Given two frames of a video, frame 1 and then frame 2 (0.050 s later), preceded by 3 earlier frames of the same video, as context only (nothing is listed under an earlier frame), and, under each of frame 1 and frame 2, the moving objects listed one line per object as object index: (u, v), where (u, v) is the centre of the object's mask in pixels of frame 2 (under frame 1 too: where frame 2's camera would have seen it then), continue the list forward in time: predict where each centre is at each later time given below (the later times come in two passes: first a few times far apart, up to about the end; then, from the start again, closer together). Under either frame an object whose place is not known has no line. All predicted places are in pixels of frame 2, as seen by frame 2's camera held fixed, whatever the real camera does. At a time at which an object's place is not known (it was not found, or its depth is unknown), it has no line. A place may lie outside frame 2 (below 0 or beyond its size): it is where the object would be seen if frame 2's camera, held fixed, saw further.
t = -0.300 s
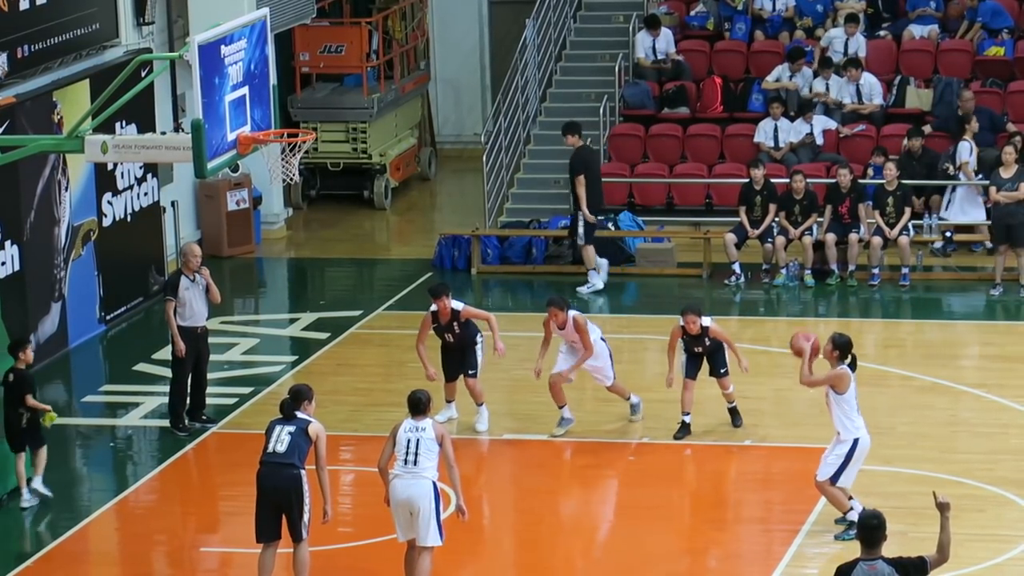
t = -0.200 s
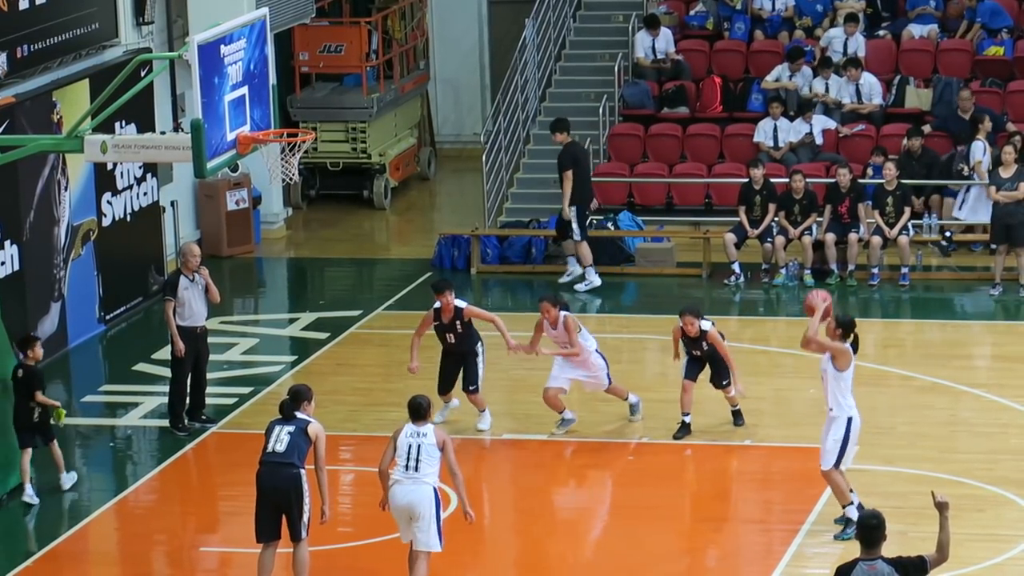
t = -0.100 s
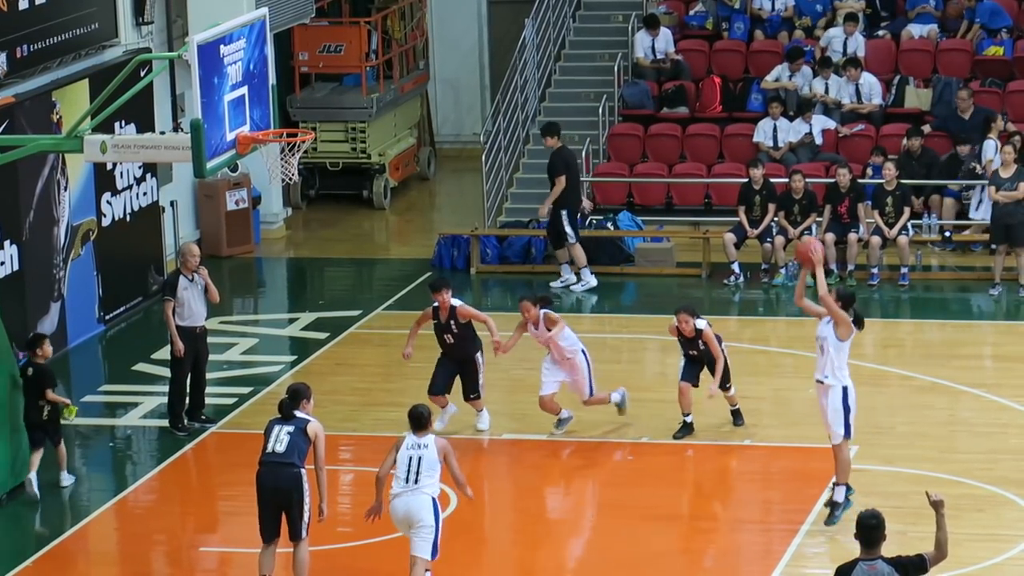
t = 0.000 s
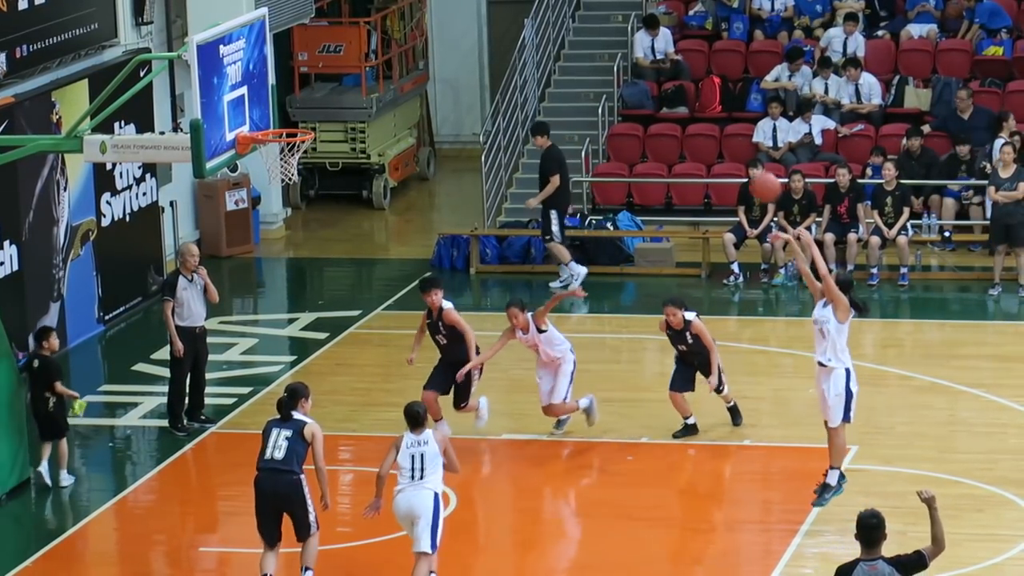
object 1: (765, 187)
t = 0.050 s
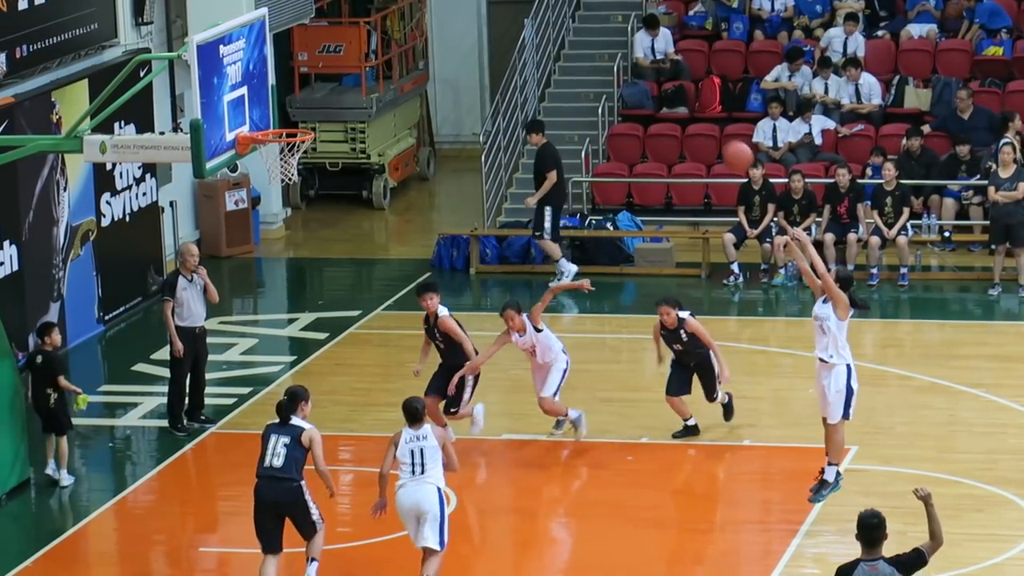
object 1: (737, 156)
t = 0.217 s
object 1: (647, 78)
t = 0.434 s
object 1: (531, 26)
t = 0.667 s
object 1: (413, 35)
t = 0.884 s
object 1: (309, 102)
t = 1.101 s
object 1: (289, 117)
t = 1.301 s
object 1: (339, 117)
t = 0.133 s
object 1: (692, 113)
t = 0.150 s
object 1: (682, 105)
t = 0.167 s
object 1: (673, 97)
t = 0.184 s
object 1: (664, 91)
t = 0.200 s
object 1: (655, 84)
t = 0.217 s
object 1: (647, 78)
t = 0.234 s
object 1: (638, 72)
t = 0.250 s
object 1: (629, 66)
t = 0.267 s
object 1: (619, 61)
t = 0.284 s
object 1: (611, 56)
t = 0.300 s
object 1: (601, 51)
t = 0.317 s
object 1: (593, 47)
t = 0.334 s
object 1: (584, 43)
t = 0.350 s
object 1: (575, 39)
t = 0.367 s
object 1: (567, 36)
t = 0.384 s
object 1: (558, 33)
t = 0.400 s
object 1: (549, 31)
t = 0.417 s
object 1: (540, 28)
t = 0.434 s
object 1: (531, 26)
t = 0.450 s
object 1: (523, 24)
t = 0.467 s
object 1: (514, 23)
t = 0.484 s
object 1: (505, 23)
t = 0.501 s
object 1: (497, 22)
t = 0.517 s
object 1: (489, 22)
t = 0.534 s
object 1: (480, 22)
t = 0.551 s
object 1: (471, 23)
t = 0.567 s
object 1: (463, 24)
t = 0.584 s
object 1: (454, 25)
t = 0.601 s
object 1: (446, 26)
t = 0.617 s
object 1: (438, 28)
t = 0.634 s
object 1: (430, 30)
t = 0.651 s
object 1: (421, 32)
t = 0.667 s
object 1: (413, 35)
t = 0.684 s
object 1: (405, 38)
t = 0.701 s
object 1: (397, 42)
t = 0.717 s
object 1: (388, 46)
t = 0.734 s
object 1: (380, 50)
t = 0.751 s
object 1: (373, 54)
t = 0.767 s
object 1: (365, 59)
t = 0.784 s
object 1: (356, 65)
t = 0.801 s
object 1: (348, 71)
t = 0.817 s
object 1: (340, 76)
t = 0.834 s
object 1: (333, 82)
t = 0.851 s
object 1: (325, 88)
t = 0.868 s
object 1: (317, 95)
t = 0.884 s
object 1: (309, 102)
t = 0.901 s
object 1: (301, 110)
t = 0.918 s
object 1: (293, 117)
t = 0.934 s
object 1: (286, 125)
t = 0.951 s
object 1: (281, 127)
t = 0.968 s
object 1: (277, 127)
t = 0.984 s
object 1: (274, 127)
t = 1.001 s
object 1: (270, 128)
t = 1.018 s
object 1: (269, 128)
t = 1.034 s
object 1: (273, 126)
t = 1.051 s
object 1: (276, 123)
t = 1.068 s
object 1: (281, 119)
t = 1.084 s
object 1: (285, 118)
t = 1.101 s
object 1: (289, 117)
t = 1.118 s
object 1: (292, 115)
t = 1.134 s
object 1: (297, 113)
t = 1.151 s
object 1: (301, 112)
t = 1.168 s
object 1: (306, 111)
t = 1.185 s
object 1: (310, 111)
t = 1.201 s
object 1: (314, 111)
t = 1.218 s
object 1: (319, 111)
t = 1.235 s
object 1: (323, 112)
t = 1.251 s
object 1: (327, 113)
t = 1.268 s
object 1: (331, 114)
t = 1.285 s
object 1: (336, 116)
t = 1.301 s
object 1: (339, 117)
